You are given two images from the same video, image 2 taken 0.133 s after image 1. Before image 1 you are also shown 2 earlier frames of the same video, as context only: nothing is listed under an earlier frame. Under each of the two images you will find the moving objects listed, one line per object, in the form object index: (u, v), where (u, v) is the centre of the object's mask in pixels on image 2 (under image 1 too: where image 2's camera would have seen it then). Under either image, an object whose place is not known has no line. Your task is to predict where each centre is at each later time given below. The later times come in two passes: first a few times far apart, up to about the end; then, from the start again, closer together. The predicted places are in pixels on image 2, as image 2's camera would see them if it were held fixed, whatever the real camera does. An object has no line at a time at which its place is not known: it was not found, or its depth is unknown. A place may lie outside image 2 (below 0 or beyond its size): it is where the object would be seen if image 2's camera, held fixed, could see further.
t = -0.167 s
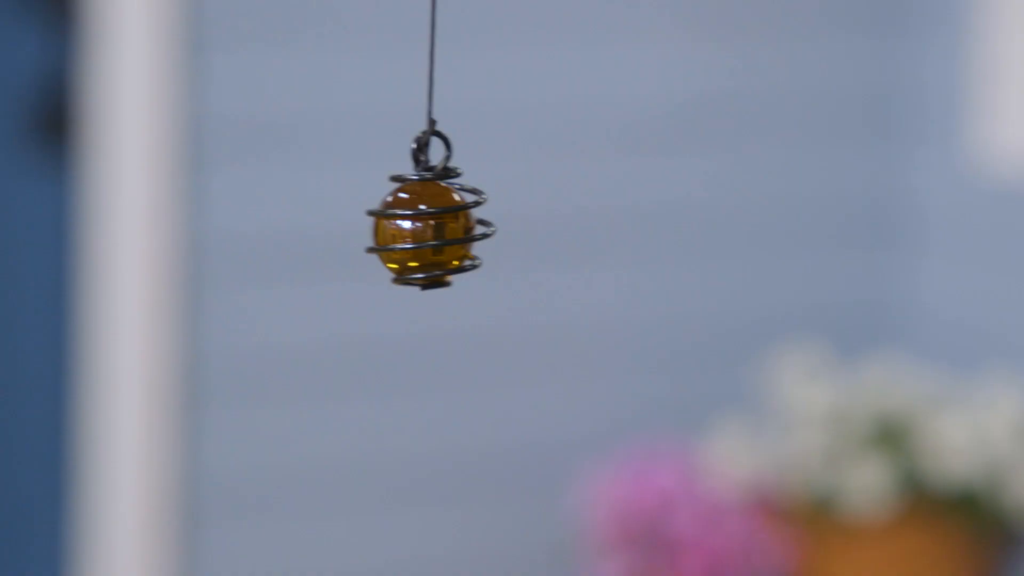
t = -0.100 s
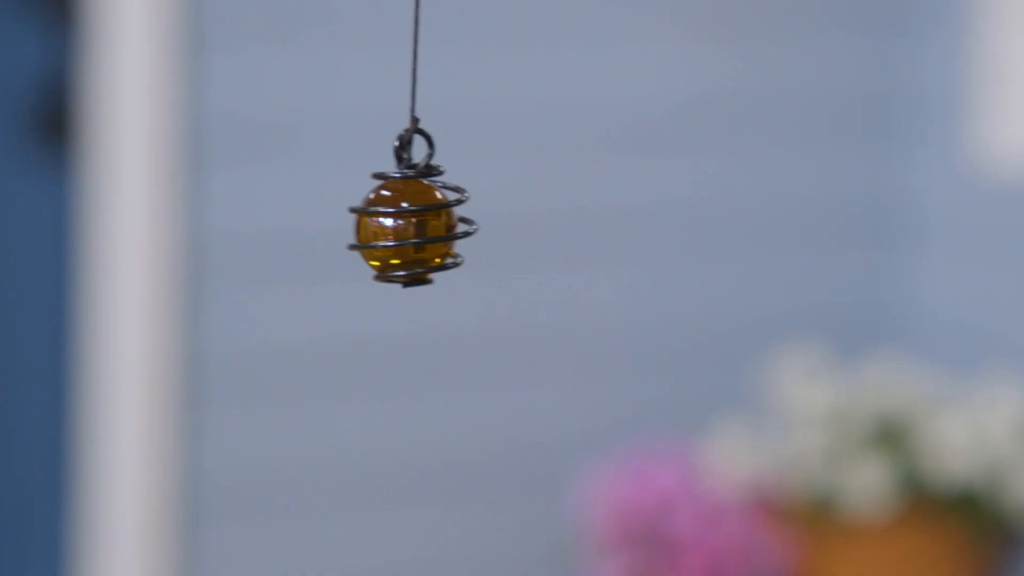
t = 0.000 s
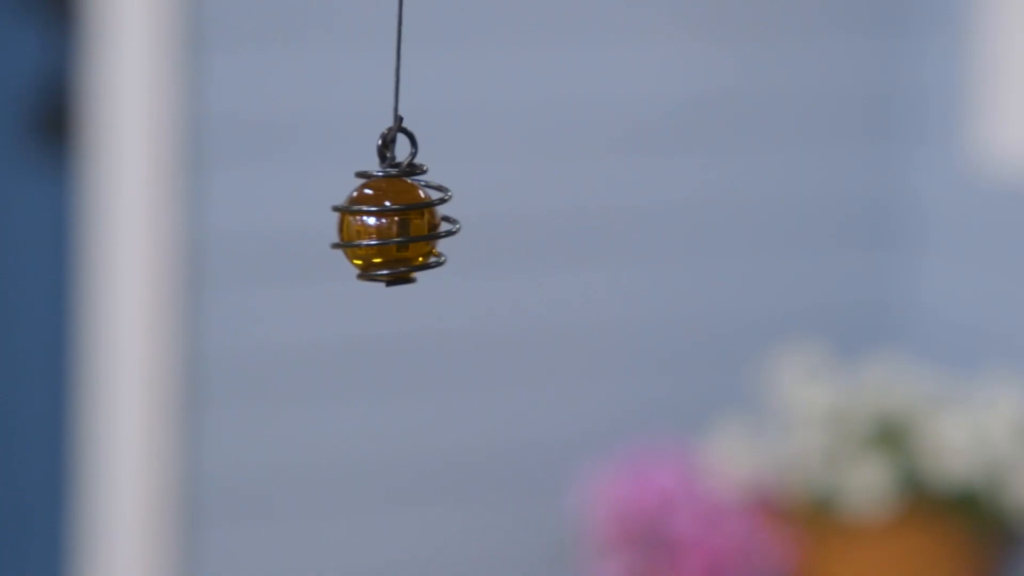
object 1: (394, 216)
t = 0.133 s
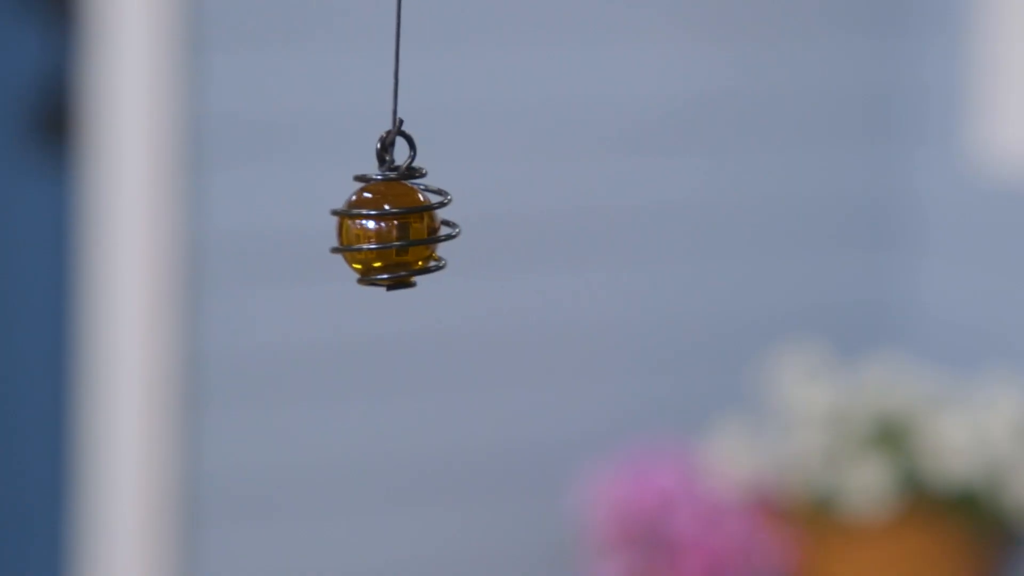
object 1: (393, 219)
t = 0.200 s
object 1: (403, 224)
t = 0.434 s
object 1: (467, 237)
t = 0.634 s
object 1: (517, 243)
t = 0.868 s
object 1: (517, 244)
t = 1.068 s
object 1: (472, 236)
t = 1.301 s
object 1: (422, 227)
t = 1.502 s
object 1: (420, 225)
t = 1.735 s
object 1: (465, 231)
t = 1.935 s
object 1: (507, 235)
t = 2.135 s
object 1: (508, 237)
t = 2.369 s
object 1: (461, 236)
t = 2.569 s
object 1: (419, 231)
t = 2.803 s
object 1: (418, 232)
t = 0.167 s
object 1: (397, 221)
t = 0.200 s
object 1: (403, 224)
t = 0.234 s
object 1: (409, 226)
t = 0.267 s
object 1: (417, 228)
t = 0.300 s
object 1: (426, 230)
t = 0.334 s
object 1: (435, 232)
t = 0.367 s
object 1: (446, 234)
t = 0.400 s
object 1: (456, 236)
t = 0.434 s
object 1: (467, 237)
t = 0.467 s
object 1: (477, 239)
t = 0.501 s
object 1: (487, 240)
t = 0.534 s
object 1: (496, 241)
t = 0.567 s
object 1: (504, 242)
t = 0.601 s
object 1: (511, 242)
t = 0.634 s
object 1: (517, 243)
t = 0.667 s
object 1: (521, 243)
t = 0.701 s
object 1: (524, 244)
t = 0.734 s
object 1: (526, 244)
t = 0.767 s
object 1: (526, 244)
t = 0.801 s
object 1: (524, 244)
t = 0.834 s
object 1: (521, 244)
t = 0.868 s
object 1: (517, 244)
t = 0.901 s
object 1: (511, 243)
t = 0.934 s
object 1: (505, 242)
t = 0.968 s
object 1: (497, 241)
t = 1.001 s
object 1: (489, 239)
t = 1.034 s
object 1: (481, 237)
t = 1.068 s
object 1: (472, 236)
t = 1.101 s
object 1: (463, 234)
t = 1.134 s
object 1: (455, 232)
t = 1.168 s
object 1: (447, 231)
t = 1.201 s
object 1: (440, 229)
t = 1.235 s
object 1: (433, 228)
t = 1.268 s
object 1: (427, 227)
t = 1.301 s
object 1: (422, 227)
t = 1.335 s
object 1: (418, 226)
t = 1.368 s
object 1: (416, 226)
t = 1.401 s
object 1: (415, 225)
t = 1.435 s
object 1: (415, 225)
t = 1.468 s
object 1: (418, 224)
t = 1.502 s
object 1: (420, 225)
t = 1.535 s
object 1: (425, 225)
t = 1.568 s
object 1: (430, 226)
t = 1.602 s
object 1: (435, 227)
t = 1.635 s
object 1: (442, 228)
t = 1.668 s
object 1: (449, 229)
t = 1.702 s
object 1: (457, 230)
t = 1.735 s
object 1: (465, 231)
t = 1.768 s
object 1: (473, 232)
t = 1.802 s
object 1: (481, 233)
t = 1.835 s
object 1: (490, 234)
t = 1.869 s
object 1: (497, 234)
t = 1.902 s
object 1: (502, 235)
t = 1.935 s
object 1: (507, 235)
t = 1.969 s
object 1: (510, 236)
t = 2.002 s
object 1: (512, 236)
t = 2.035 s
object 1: (513, 236)
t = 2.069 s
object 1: (513, 236)
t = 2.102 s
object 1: (511, 236)
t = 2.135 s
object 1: (508, 237)
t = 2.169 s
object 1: (504, 237)
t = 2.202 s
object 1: (498, 237)
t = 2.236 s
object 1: (492, 237)
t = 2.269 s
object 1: (485, 237)
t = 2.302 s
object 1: (477, 237)
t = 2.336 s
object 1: (469, 236)
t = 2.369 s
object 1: (461, 236)
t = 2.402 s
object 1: (452, 235)
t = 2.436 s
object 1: (444, 235)
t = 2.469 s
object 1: (437, 234)
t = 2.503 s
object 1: (430, 233)
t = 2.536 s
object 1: (424, 232)
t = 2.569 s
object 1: (419, 231)
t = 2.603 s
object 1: (415, 231)
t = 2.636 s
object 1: (412, 231)
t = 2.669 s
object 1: (411, 231)
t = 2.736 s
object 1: (412, 231)
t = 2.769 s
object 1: (415, 231)
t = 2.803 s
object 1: (418, 232)
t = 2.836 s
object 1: (424, 233)
